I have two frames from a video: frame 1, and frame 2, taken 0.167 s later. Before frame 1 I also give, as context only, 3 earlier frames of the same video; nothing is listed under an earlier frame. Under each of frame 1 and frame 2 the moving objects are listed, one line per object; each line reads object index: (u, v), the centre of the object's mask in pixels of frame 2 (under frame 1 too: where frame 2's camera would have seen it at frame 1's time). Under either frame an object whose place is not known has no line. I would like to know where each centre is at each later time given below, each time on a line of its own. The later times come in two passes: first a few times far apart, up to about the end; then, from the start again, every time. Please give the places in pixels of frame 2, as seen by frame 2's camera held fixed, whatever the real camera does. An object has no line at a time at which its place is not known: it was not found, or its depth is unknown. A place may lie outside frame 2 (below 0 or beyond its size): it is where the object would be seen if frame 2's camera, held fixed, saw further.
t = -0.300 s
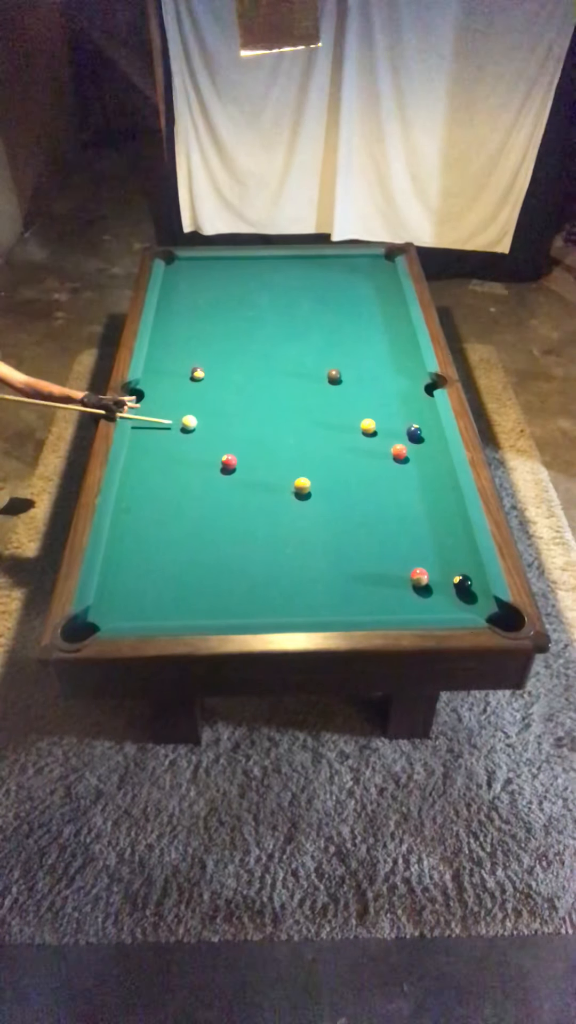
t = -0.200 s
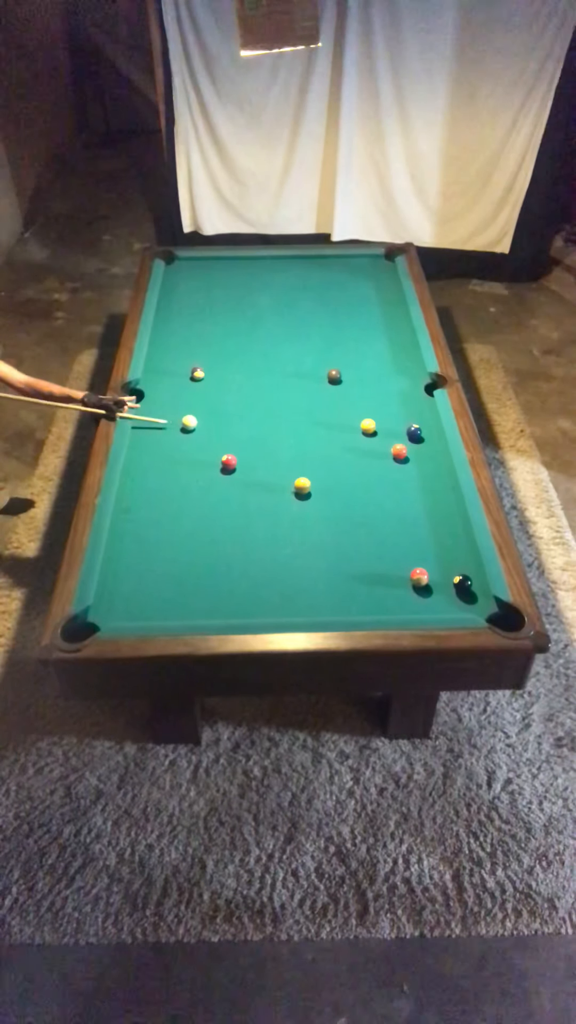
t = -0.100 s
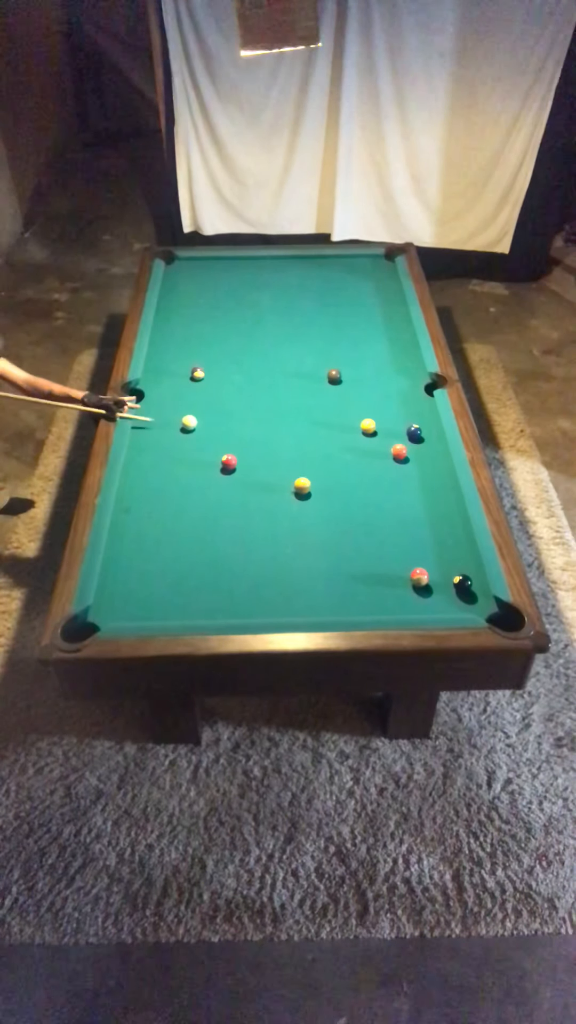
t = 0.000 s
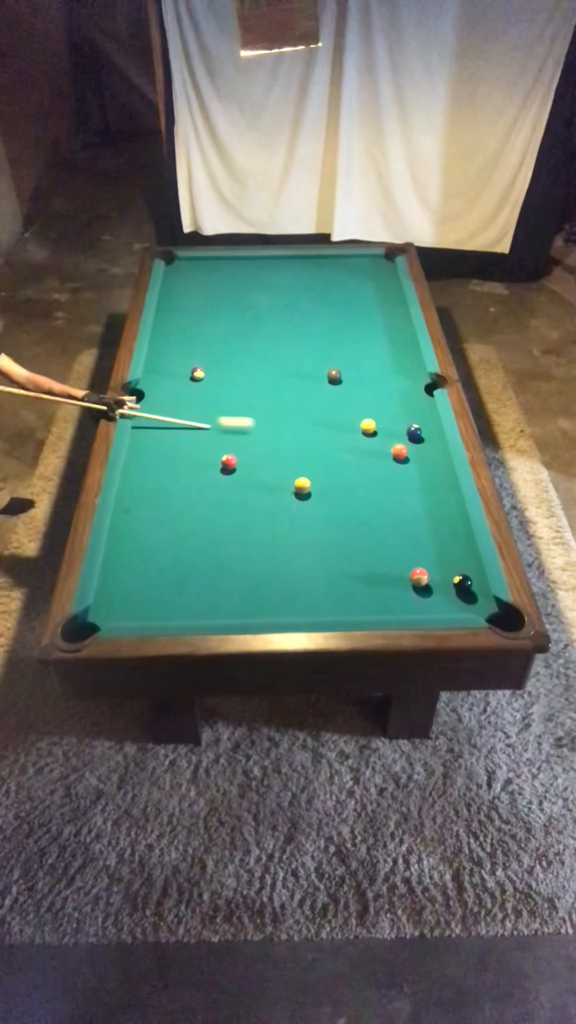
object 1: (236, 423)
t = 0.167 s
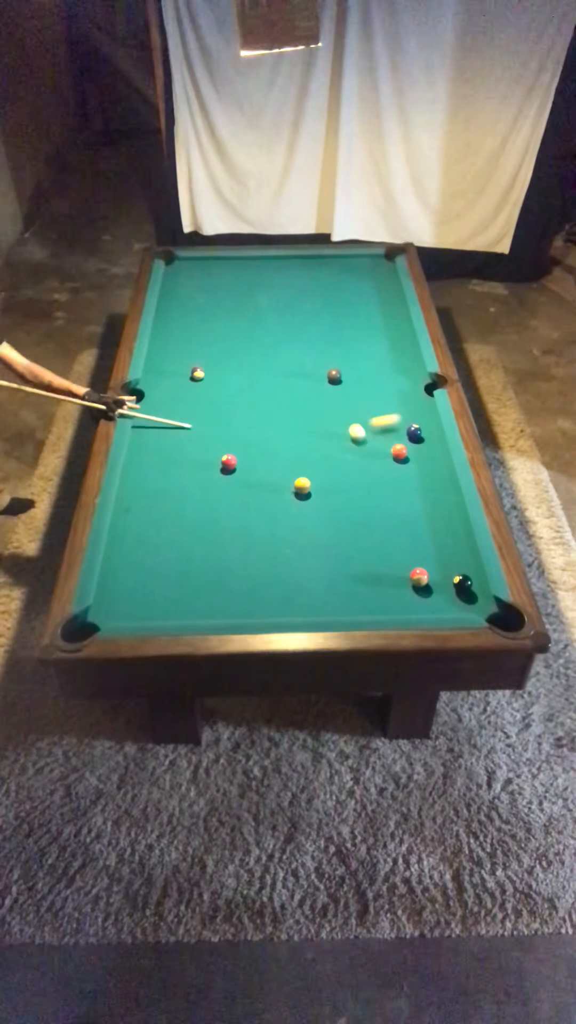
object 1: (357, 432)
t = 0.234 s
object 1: (363, 444)
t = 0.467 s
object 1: (358, 476)
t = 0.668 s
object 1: (338, 500)
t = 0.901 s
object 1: (313, 529)
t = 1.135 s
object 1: (288, 558)
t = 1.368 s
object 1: (261, 589)
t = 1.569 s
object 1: (238, 612)
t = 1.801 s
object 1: (218, 600)
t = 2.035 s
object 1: (201, 587)
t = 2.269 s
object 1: (187, 575)
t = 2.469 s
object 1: (175, 566)
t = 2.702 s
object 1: (163, 556)
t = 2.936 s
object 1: (153, 547)
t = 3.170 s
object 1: (145, 538)
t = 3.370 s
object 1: (138, 532)
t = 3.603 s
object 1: (131, 526)
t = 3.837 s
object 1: (125, 520)
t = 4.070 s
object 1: (121, 516)
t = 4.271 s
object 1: (121, 513)
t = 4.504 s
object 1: (124, 512)
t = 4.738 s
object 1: (125, 511)
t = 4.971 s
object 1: (126, 510)
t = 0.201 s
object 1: (360, 438)
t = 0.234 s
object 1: (363, 444)
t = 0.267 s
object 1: (364, 449)
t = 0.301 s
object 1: (366, 454)
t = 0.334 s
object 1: (366, 459)
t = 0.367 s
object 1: (365, 463)
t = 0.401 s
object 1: (364, 468)
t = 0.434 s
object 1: (361, 472)
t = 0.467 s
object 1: (358, 476)
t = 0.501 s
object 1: (355, 480)
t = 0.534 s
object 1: (351, 484)
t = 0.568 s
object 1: (348, 488)
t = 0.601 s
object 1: (345, 492)
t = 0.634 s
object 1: (341, 496)
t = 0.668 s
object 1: (338, 500)
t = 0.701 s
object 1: (334, 504)
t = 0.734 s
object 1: (331, 508)
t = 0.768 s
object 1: (327, 512)
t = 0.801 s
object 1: (324, 516)
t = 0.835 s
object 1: (320, 520)
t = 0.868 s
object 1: (317, 524)
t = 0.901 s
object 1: (313, 529)
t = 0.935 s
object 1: (309, 533)
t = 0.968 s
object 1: (306, 537)
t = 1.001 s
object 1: (302, 541)
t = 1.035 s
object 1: (299, 546)
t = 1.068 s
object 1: (295, 550)
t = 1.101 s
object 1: (291, 554)
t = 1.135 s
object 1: (288, 558)
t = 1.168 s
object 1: (284, 563)
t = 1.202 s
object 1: (280, 567)
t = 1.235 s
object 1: (276, 571)
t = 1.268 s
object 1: (273, 576)
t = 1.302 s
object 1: (269, 580)
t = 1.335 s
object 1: (265, 585)
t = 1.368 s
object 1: (261, 589)
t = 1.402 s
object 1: (257, 594)
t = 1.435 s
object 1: (253, 598)
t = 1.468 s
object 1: (249, 602)
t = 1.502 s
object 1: (246, 607)
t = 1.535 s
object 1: (241, 610)
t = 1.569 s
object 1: (238, 612)
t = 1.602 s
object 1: (235, 611)
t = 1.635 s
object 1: (232, 610)
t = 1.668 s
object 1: (229, 608)
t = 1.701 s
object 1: (226, 606)
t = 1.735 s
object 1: (224, 604)
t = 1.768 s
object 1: (221, 602)
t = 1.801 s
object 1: (218, 600)
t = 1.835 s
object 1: (216, 598)
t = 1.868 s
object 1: (213, 596)
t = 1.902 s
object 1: (211, 595)
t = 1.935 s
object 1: (208, 593)
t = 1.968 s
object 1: (206, 591)
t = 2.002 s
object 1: (204, 589)
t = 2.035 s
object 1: (201, 587)
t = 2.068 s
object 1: (199, 585)
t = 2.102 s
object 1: (197, 584)
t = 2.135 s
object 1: (195, 582)
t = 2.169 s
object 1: (193, 580)
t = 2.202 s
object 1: (191, 579)
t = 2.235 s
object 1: (188, 577)
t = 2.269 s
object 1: (187, 575)
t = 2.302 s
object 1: (184, 574)
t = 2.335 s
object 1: (183, 572)
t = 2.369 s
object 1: (181, 571)
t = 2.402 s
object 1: (179, 569)
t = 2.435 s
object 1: (177, 568)
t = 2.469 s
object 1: (175, 566)
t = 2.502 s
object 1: (173, 565)
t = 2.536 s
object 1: (172, 563)
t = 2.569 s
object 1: (170, 562)
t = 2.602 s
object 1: (168, 560)
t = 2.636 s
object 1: (167, 559)
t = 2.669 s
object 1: (165, 557)
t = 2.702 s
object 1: (163, 556)
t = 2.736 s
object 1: (162, 555)
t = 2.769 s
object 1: (160, 553)
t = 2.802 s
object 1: (159, 552)
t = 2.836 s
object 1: (157, 551)
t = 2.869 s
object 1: (156, 549)
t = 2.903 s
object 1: (155, 548)
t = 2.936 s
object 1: (153, 547)
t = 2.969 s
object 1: (152, 546)
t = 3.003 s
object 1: (151, 544)
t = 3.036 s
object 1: (149, 543)
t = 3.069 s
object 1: (148, 542)
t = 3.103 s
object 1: (147, 541)
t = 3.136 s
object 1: (146, 540)
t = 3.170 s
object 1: (145, 538)
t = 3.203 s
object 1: (143, 537)
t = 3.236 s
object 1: (142, 536)
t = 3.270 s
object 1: (141, 535)
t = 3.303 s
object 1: (140, 534)
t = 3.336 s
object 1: (139, 533)
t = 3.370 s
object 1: (138, 532)
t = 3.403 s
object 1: (137, 531)
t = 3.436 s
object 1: (136, 530)
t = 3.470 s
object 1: (135, 530)
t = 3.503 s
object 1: (134, 529)
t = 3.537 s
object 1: (133, 528)
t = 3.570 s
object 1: (132, 527)
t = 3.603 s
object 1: (131, 526)
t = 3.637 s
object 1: (130, 525)
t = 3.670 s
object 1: (129, 524)
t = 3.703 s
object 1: (129, 523)
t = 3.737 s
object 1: (128, 523)
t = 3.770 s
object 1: (127, 522)
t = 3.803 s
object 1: (126, 521)
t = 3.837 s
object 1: (125, 520)
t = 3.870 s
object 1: (125, 520)
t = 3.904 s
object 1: (124, 519)
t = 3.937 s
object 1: (123, 518)
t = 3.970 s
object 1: (123, 518)
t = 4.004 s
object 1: (122, 517)
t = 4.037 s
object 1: (121, 516)
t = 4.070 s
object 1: (121, 516)
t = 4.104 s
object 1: (120, 515)
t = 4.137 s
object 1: (120, 515)
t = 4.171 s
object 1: (120, 514)
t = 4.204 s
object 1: (121, 514)
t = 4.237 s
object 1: (121, 514)
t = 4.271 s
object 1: (121, 513)
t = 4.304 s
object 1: (122, 513)
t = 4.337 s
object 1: (122, 513)
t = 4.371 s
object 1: (122, 513)
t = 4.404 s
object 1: (123, 512)
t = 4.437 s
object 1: (123, 512)
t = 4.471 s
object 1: (124, 512)
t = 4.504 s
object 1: (124, 512)
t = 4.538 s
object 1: (124, 511)
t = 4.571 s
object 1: (125, 511)
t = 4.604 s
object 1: (125, 511)
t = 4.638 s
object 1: (125, 510)
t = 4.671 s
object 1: (125, 511)
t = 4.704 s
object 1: (125, 510)
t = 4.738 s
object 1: (125, 511)
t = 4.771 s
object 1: (125, 511)
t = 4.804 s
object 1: (125, 511)
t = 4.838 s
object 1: (126, 510)
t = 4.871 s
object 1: (126, 510)
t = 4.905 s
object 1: (126, 510)
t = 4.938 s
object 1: (126, 510)
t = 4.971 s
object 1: (126, 510)
